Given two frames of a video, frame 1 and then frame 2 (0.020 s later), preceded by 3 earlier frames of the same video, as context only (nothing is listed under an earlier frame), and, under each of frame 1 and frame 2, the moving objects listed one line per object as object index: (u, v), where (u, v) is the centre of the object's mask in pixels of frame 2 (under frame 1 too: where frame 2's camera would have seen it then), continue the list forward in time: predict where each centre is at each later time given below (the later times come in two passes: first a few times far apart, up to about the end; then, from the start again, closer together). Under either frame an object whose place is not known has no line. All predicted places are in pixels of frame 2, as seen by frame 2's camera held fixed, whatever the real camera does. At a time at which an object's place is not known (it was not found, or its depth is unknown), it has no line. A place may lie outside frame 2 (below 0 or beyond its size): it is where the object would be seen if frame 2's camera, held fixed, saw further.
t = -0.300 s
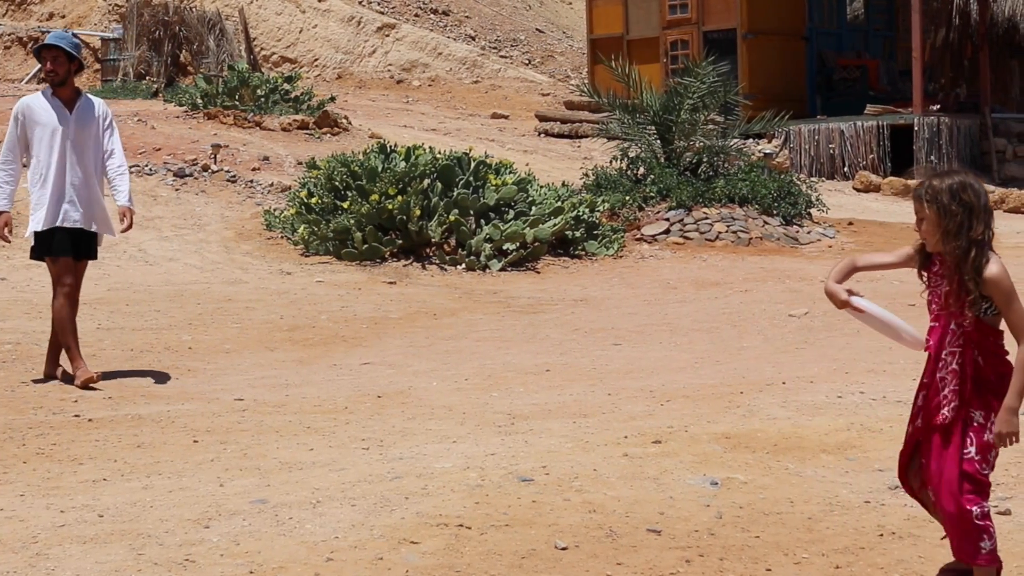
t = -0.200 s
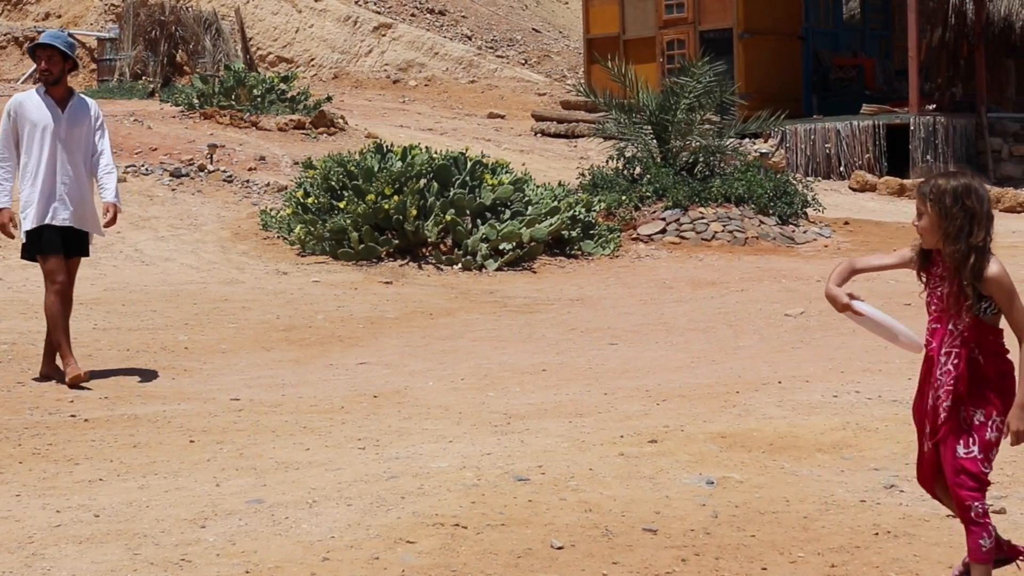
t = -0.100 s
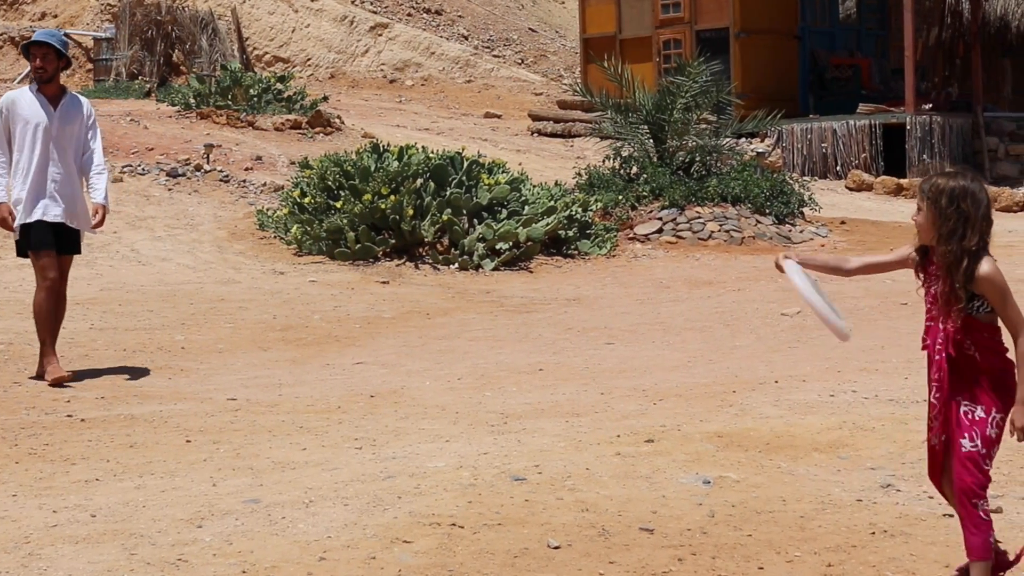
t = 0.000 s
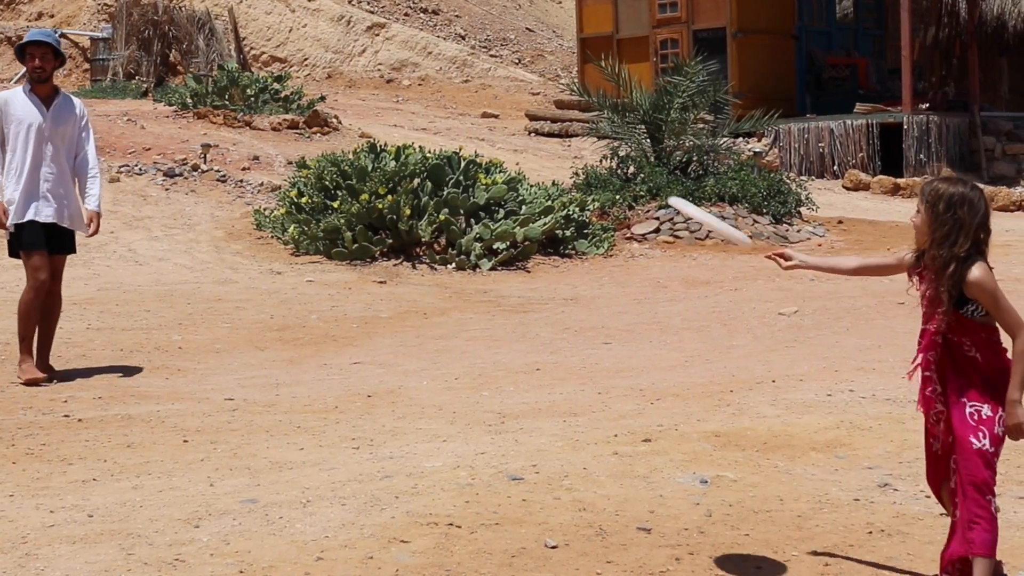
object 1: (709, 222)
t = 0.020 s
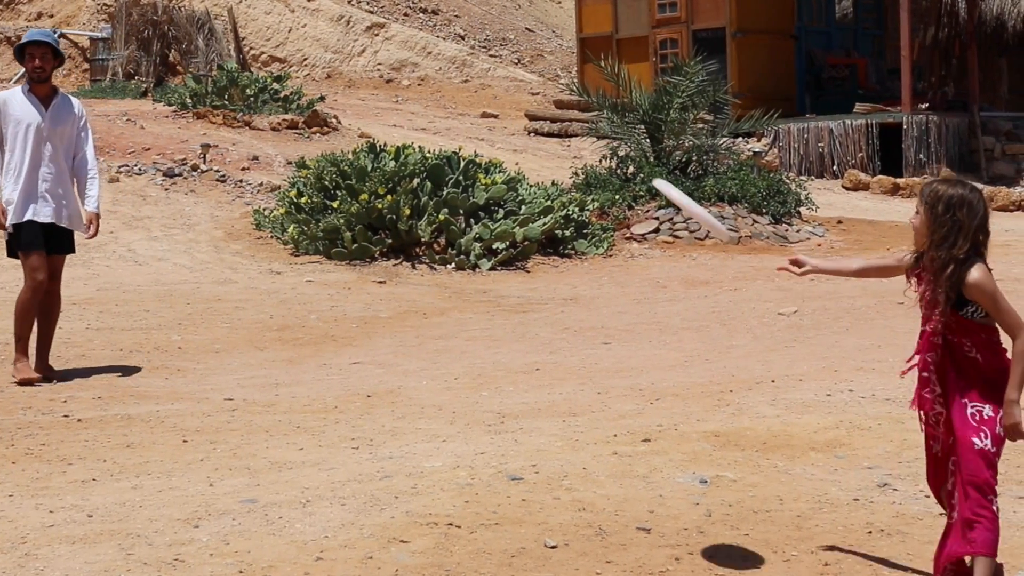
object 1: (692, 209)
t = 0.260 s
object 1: (514, 154)
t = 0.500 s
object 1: (412, 236)
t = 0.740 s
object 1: (372, 372)
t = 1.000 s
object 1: (340, 355)
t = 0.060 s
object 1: (655, 187)
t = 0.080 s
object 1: (640, 179)
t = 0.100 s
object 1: (624, 171)
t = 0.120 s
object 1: (609, 165)
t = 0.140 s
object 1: (595, 160)
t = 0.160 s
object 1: (580, 157)
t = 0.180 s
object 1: (566, 154)
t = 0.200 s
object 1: (553, 153)
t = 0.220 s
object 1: (540, 154)
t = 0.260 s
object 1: (514, 154)
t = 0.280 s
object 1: (502, 158)
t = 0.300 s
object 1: (493, 163)
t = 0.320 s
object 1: (483, 168)
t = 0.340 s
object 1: (473, 173)
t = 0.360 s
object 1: (464, 179)
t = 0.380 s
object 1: (455, 185)
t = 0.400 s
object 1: (446, 193)
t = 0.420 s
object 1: (438, 201)
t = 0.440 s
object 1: (431, 209)
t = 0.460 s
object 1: (425, 218)
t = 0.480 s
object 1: (418, 227)
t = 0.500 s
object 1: (412, 236)
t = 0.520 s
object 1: (406, 244)
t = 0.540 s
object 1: (398, 255)
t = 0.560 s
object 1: (393, 266)
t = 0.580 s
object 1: (389, 277)
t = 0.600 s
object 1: (387, 288)
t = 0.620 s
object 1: (382, 298)
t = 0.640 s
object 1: (379, 310)
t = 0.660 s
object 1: (377, 322)
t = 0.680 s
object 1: (375, 335)
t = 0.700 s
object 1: (374, 347)
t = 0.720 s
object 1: (373, 360)
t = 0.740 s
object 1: (372, 372)
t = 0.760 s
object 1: (371, 385)
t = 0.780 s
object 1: (371, 396)
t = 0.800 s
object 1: (371, 401)
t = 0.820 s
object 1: (366, 399)
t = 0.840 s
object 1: (364, 393)
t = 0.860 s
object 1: (361, 384)
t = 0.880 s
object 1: (358, 378)
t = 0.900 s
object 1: (355, 371)
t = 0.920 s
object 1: (351, 366)
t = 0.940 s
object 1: (348, 362)
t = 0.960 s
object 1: (345, 359)
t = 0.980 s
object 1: (342, 357)
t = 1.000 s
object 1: (340, 355)
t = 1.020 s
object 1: (337, 354)
